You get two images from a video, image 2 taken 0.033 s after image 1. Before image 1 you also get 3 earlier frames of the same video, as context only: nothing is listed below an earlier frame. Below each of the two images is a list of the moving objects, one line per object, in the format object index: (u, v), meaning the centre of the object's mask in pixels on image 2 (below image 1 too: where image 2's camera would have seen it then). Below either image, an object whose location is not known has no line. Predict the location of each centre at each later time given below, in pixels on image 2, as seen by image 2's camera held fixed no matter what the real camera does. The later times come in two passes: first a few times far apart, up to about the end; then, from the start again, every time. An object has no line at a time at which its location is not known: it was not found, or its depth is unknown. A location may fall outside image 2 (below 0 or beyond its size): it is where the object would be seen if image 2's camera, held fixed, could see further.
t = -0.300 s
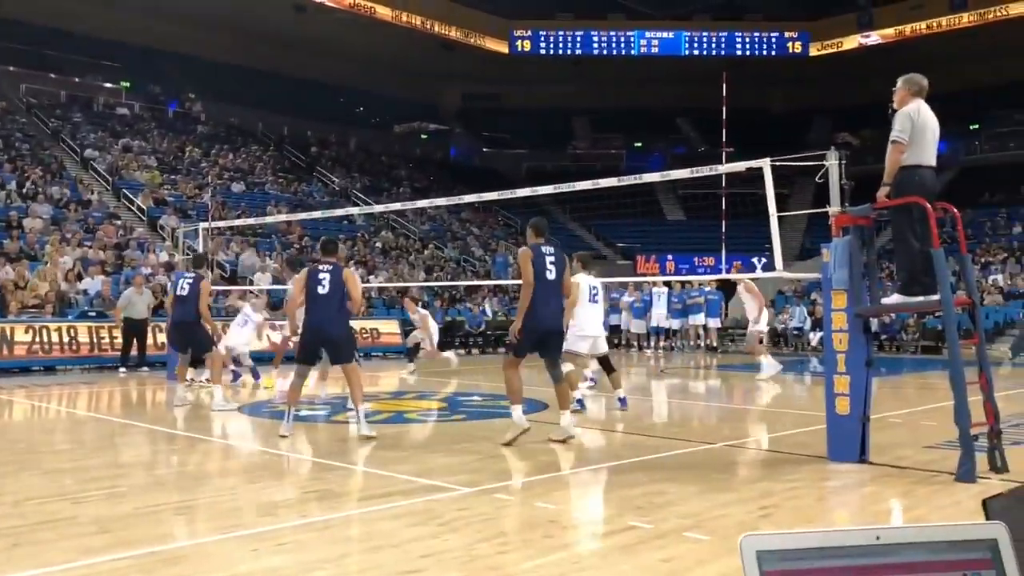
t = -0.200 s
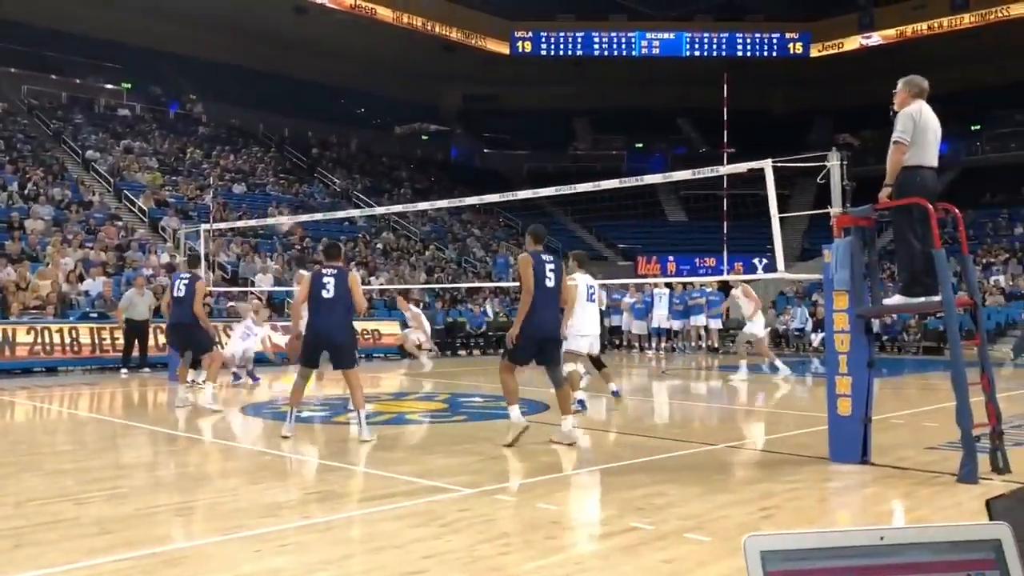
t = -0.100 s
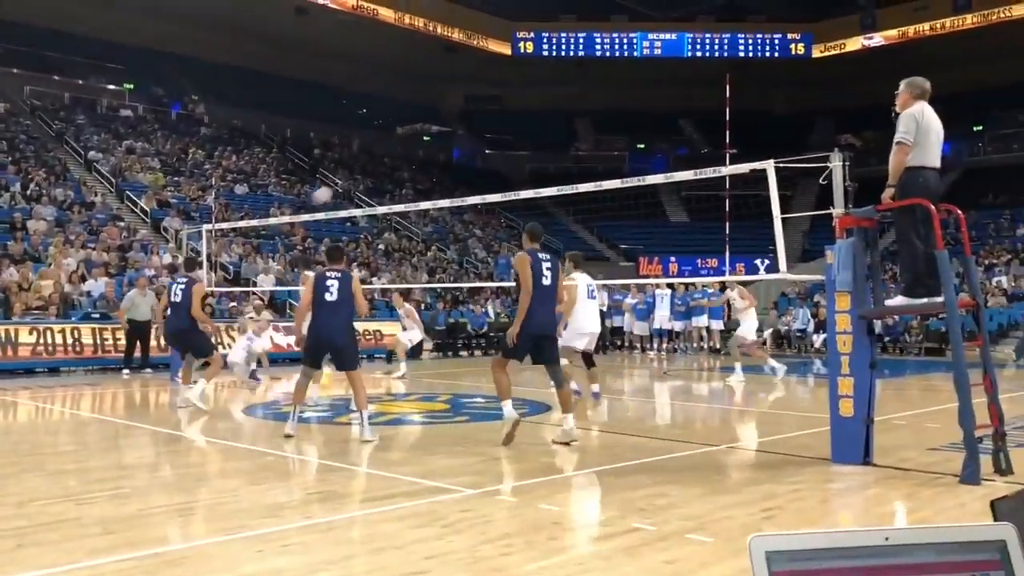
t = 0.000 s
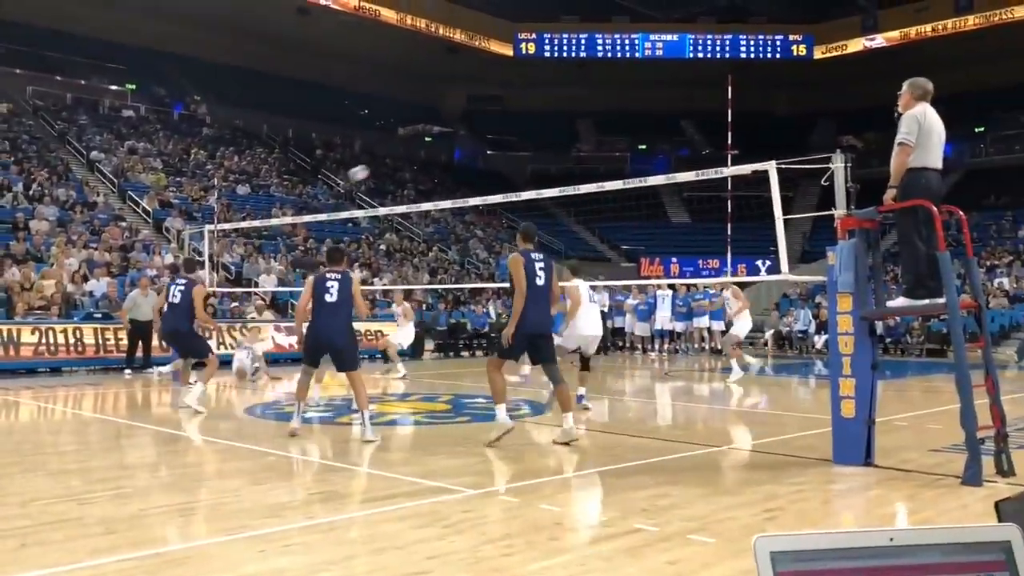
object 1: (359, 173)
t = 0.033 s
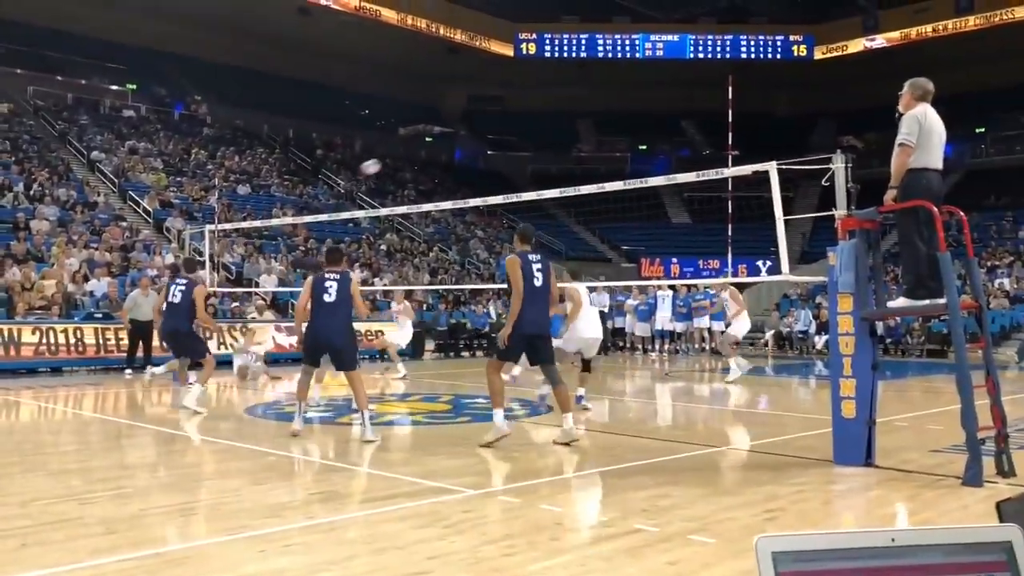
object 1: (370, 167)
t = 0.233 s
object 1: (436, 145)
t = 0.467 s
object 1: (508, 149)
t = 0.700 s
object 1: (577, 187)
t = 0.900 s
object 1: (635, 245)
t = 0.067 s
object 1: (382, 161)
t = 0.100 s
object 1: (392, 157)
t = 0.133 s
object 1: (404, 152)
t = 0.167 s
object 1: (415, 149)
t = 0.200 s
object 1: (426, 146)
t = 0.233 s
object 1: (436, 145)
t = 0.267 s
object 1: (447, 143)
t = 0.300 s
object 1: (457, 142)
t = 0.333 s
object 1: (468, 142)
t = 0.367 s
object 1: (478, 143)
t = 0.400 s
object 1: (488, 145)
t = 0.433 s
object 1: (498, 146)
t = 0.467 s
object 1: (508, 149)
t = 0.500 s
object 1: (519, 153)
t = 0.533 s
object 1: (528, 157)
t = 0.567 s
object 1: (538, 162)
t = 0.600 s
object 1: (548, 167)
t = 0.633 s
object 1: (558, 173)
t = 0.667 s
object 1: (567, 179)
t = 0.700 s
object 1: (577, 187)
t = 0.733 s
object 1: (588, 197)
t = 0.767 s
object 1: (597, 205)
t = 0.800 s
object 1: (606, 214)
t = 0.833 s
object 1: (615, 224)
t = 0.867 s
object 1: (625, 234)
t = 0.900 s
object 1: (635, 245)
